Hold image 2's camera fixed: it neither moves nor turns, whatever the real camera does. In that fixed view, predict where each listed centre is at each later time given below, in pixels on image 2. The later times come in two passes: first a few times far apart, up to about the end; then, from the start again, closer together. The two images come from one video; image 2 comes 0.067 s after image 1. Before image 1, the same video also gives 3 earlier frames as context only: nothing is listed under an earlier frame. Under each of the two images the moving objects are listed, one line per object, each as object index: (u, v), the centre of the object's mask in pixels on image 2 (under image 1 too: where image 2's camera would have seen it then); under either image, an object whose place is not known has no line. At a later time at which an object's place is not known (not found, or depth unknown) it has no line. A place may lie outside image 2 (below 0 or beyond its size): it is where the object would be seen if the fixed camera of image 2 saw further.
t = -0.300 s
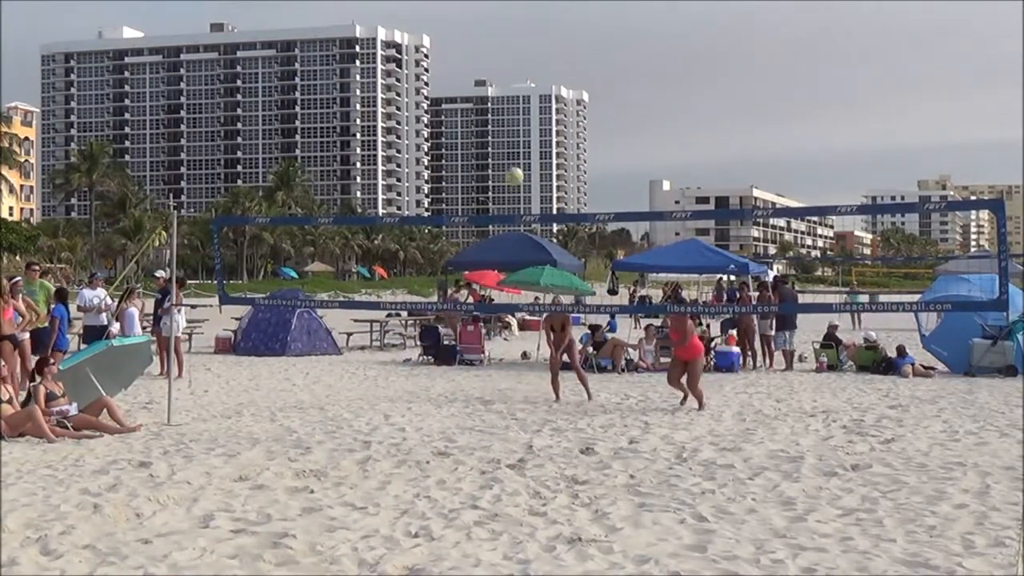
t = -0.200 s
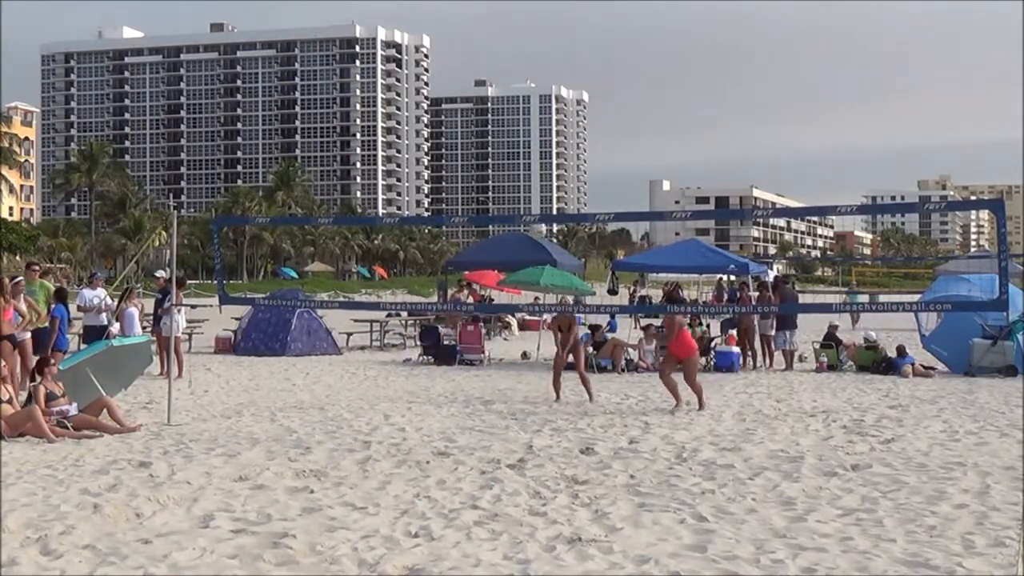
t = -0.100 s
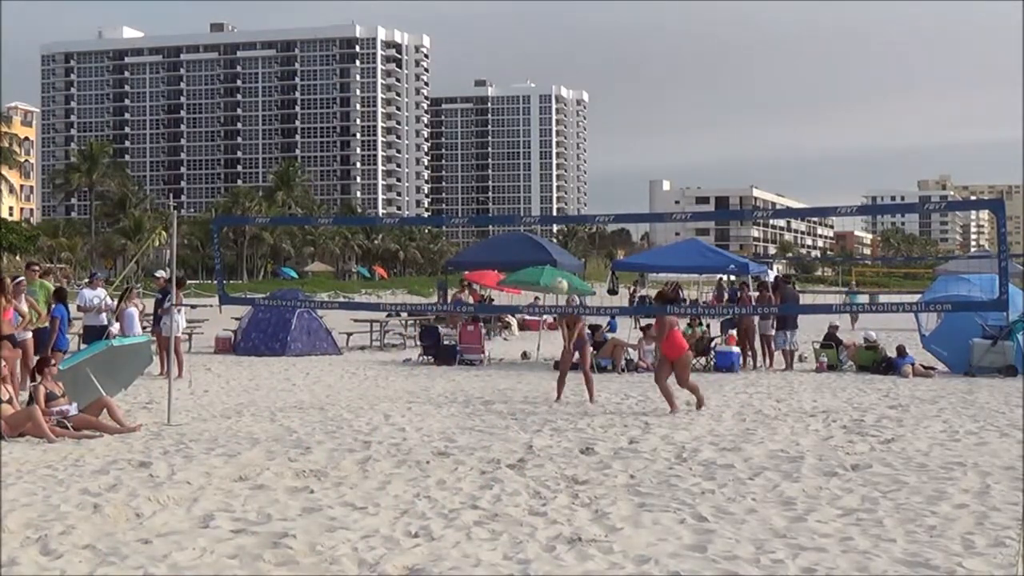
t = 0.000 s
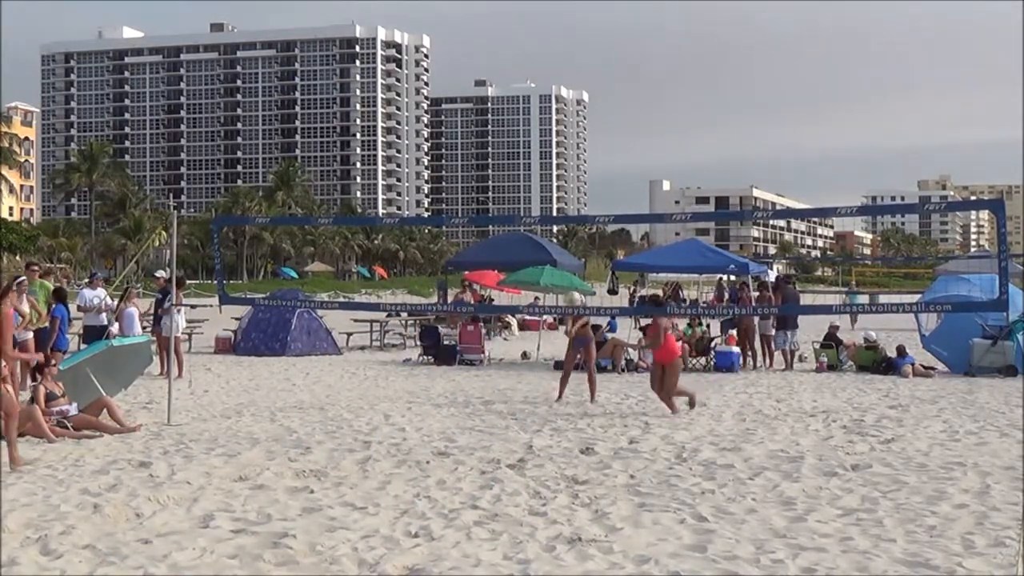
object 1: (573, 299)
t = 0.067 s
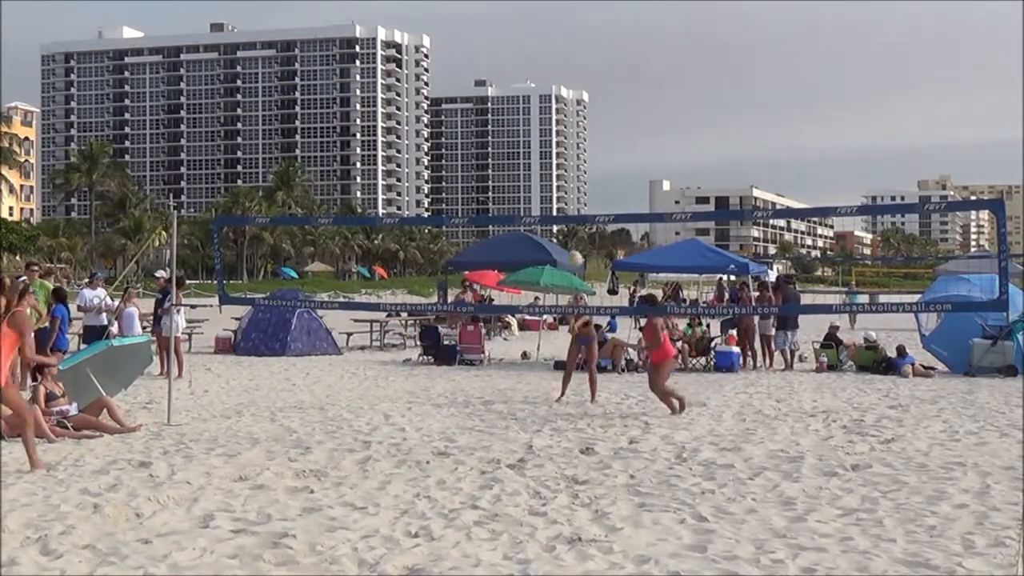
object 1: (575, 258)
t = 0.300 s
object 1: (578, 142)
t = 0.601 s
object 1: (583, 56)
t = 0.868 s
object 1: (587, 38)
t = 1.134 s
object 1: (591, 79)
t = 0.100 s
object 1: (574, 241)
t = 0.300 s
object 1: (578, 142)
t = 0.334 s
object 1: (579, 129)
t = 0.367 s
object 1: (579, 119)
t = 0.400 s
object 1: (580, 107)
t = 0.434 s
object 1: (581, 95)
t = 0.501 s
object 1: (581, 77)
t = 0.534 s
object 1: (582, 69)
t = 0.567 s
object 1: (582, 62)
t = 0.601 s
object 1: (583, 56)
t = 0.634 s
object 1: (583, 51)
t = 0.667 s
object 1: (584, 46)
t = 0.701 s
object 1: (584, 42)
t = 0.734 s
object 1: (585, 39)
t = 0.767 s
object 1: (586, 38)
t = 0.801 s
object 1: (586, 37)
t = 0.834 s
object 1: (586, 37)
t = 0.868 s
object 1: (587, 38)
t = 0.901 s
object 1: (588, 40)
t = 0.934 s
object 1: (588, 42)
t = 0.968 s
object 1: (589, 46)
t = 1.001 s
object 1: (589, 50)
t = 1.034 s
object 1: (590, 56)
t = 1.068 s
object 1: (591, 63)
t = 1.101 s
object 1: (591, 71)
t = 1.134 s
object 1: (591, 79)
